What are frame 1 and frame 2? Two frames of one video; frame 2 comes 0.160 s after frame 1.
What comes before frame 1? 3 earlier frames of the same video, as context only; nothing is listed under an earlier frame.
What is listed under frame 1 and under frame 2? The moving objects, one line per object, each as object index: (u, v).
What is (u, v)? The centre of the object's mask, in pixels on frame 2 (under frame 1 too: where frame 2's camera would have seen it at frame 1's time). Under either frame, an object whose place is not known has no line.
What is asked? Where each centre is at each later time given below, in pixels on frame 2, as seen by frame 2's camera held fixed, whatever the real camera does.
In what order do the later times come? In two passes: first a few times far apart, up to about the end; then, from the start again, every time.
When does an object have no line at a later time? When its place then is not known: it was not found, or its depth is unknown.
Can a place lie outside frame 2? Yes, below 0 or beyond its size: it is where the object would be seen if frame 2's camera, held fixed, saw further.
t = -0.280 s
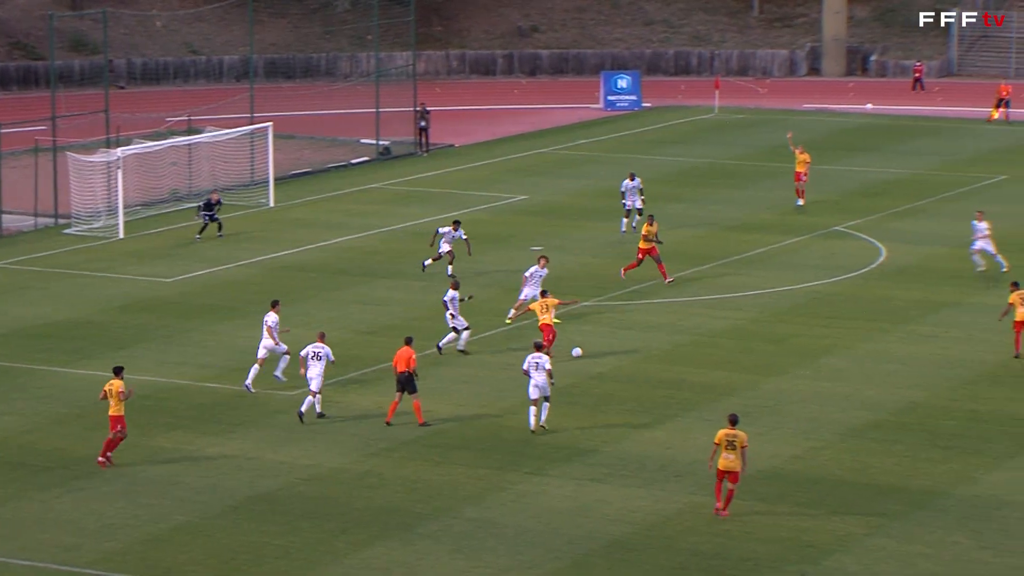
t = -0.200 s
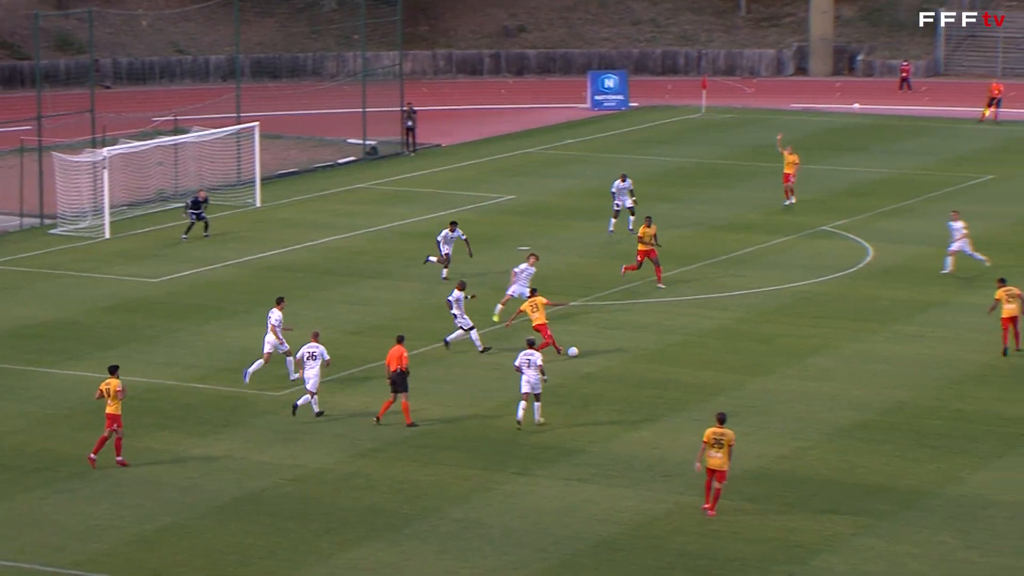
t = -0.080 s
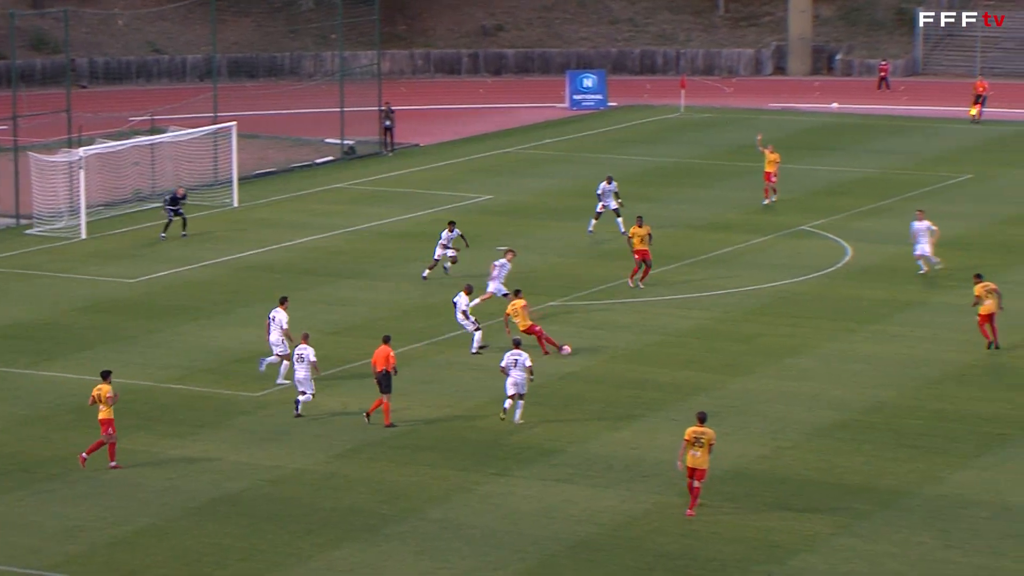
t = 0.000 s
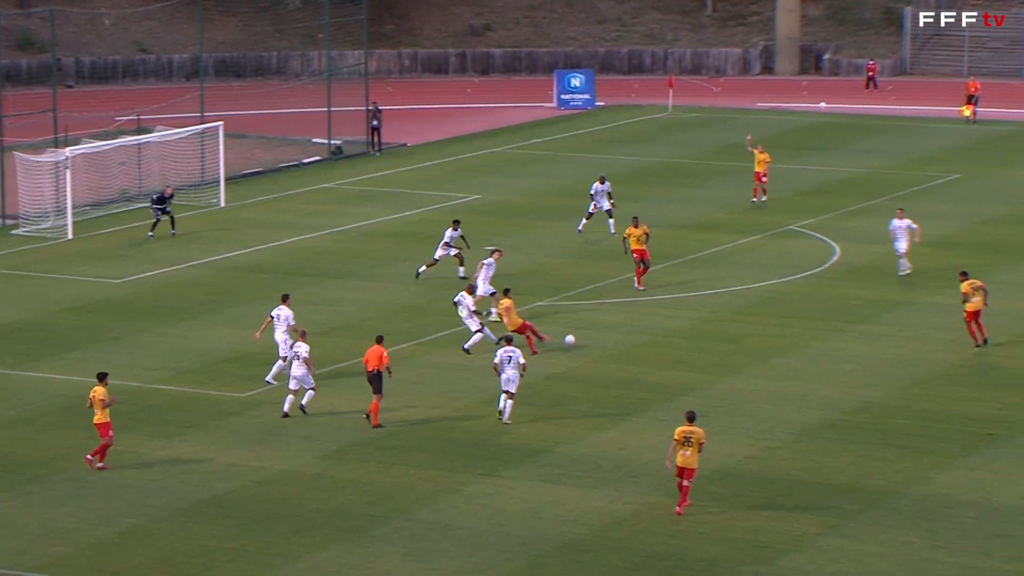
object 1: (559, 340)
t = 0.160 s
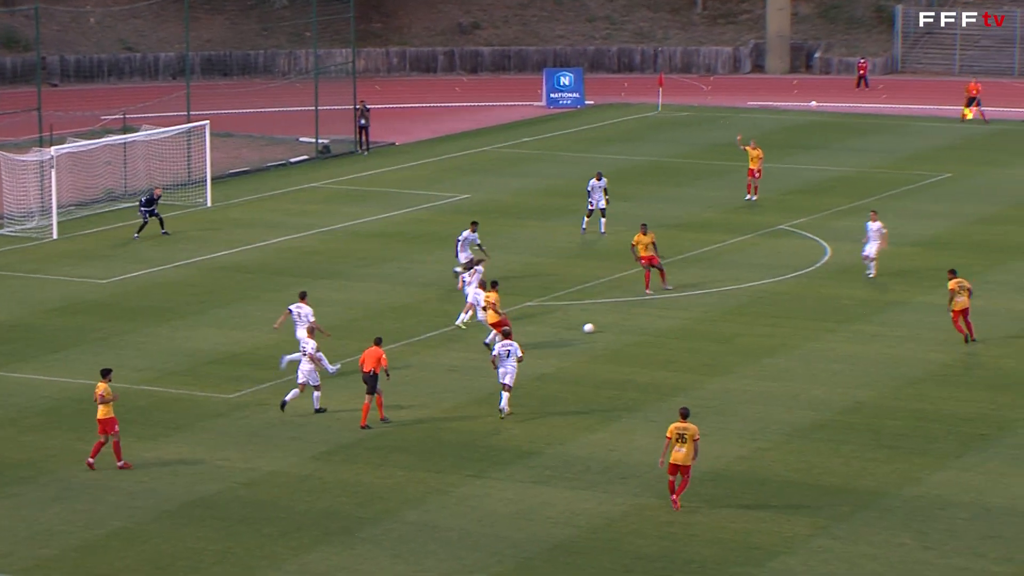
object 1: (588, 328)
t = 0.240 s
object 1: (601, 320)
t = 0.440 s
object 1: (629, 308)
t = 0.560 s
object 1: (643, 299)
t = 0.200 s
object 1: (595, 325)
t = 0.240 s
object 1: (601, 320)
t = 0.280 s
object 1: (607, 316)
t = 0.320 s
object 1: (613, 313)
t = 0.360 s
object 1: (618, 311)
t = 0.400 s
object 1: (624, 310)
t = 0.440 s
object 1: (629, 308)
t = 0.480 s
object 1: (634, 304)
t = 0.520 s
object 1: (638, 301)
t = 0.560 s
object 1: (643, 299)
